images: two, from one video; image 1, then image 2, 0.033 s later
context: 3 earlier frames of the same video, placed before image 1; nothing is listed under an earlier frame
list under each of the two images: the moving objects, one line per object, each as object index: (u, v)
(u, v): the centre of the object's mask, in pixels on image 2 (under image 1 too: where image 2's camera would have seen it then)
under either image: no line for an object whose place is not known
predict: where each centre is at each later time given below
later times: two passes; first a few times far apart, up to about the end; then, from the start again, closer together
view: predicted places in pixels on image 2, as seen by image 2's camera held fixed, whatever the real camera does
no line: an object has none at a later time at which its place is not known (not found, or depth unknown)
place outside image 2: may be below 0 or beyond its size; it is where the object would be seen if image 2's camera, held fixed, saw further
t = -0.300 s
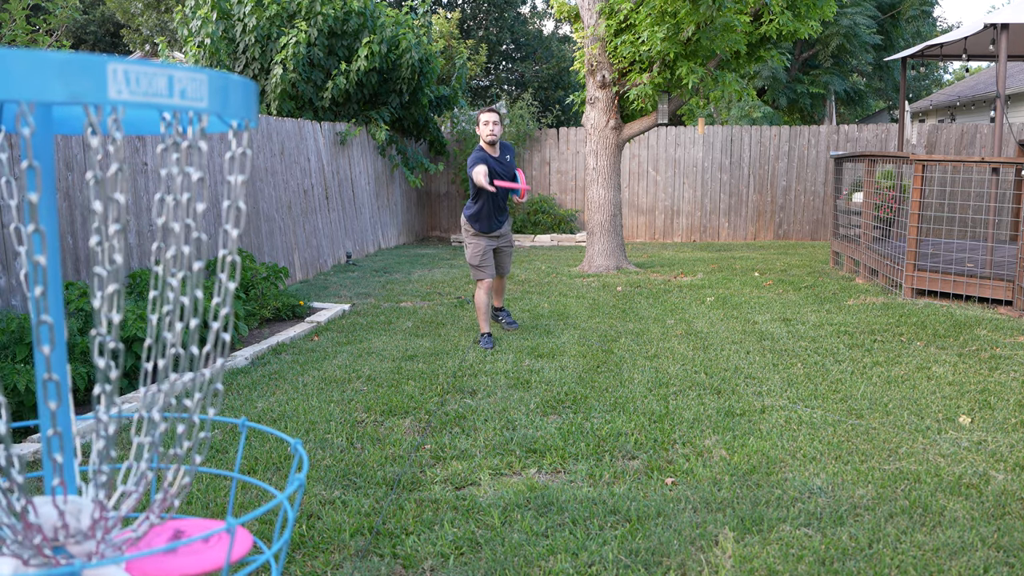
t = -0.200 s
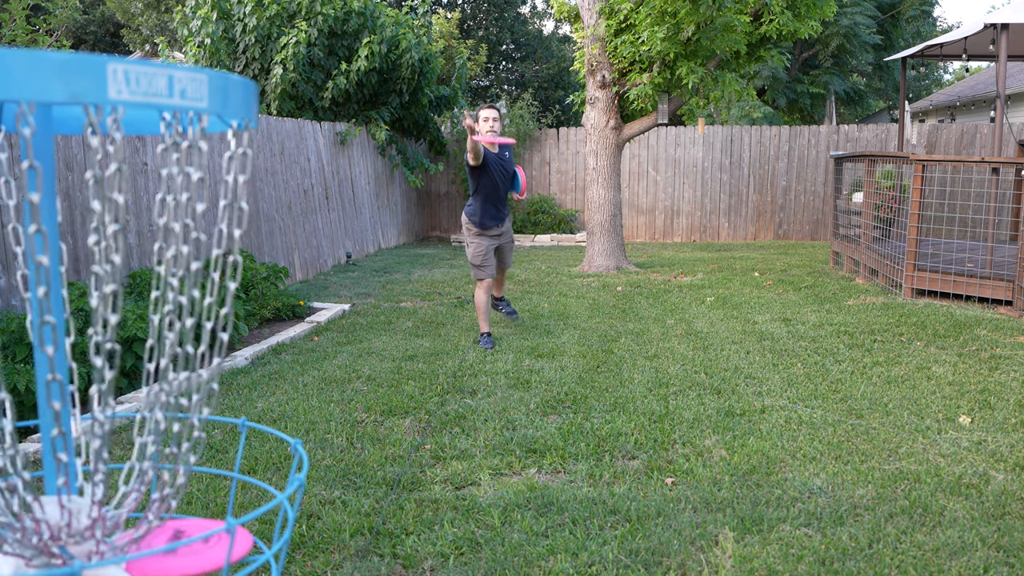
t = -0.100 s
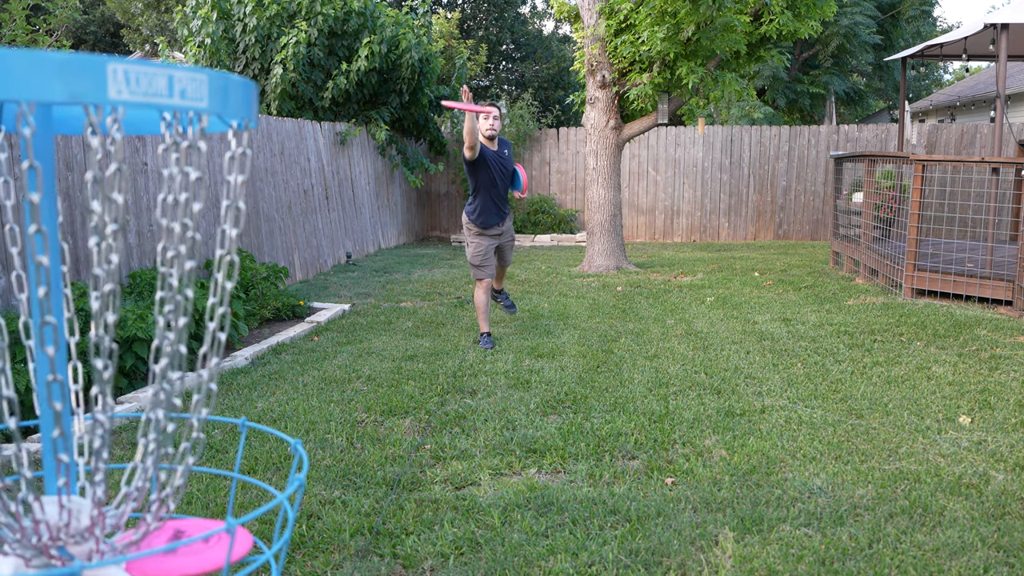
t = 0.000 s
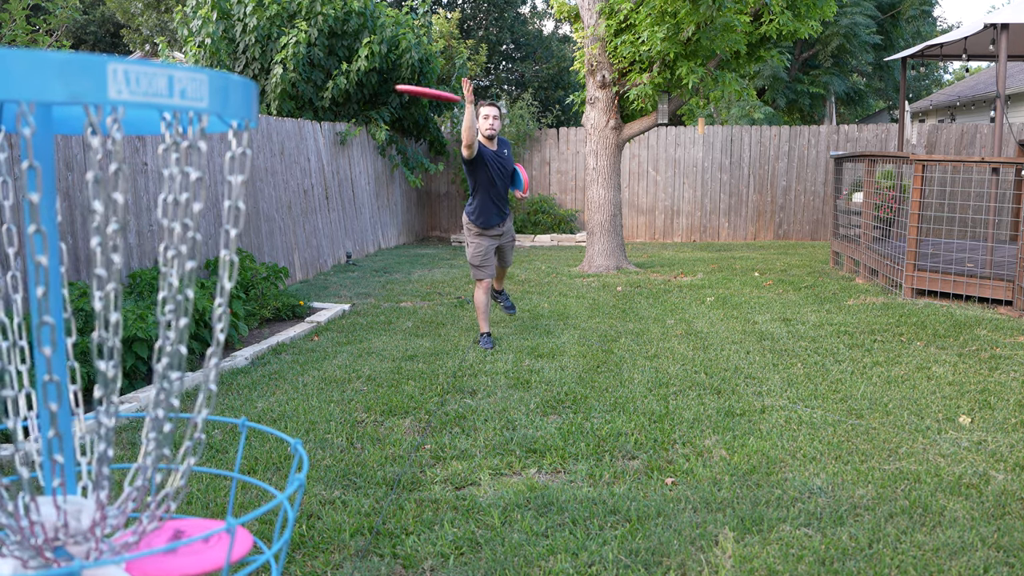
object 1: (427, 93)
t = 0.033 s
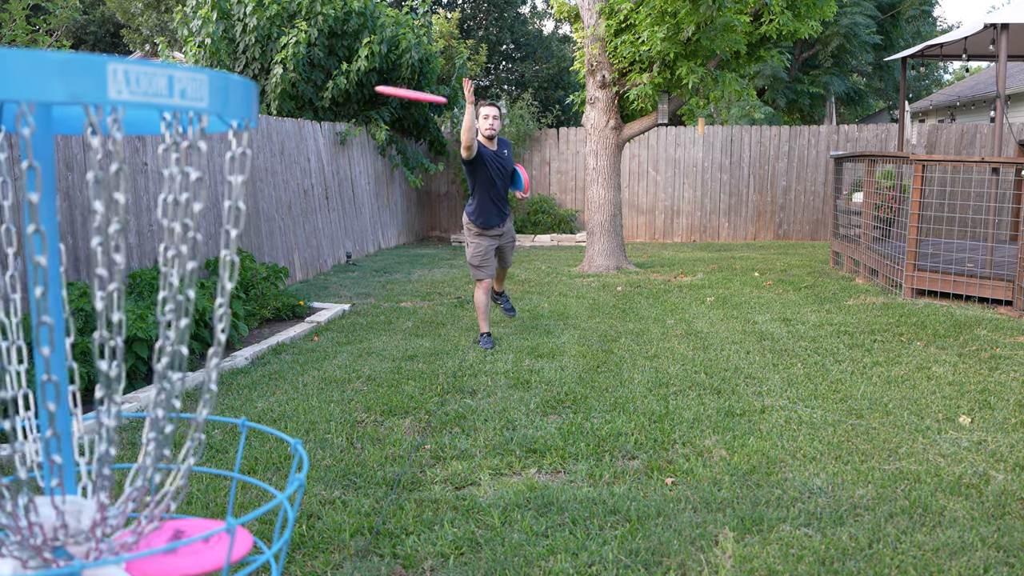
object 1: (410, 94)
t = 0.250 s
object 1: (205, 234)
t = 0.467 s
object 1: (181, 373)
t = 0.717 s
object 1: (147, 473)
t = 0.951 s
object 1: (211, 480)
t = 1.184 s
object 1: (220, 499)
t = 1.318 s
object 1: (210, 530)
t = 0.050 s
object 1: (400, 96)
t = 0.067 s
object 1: (390, 99)
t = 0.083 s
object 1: (379, 103)
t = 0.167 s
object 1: (300, 145)
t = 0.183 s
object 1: (288, 162)
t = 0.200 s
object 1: (280, 180)
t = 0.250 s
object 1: (205, 234)
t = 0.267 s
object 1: (205, 260)
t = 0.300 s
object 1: (198, 287)
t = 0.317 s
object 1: (200, 305)
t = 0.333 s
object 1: (201, 326)
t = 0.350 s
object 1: (201, 343)
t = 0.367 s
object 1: (195, 353)
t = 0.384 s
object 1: (194, 362)
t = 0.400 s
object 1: (196, 363)
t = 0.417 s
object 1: (182, 361)
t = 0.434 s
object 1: (192, 363)
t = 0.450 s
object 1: (180, 369)
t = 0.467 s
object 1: (181, 373)
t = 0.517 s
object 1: (171, 383)
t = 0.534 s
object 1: (164, 397)
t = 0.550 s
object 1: (162, 415)
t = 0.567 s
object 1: (181, 414)
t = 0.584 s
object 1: (173, 422)
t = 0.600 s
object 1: (167, 428)
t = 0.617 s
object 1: (162, 435)
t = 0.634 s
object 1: (157, 439)
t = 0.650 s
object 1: (154, 442)
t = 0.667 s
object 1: (151, 452)
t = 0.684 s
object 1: (151, 459)
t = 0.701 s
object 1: (151, 466)
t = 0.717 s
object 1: (147, 473)
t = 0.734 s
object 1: (147, 476)
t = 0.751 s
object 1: (142, 469)
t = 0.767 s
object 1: (144, 471)
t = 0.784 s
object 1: (147, 473)
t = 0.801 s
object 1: (153, 473)
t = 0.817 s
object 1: (159, 473)
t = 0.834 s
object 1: (166, 476)
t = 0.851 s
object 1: (175, 478)
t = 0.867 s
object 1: (181, 479)
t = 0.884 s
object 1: (189, 482)
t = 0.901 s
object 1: (197, 479)
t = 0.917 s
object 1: (202, 479)
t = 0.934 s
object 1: (207, 479)
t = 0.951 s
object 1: (211, 480)
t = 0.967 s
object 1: (229, 481)
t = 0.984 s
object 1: (229, 481)
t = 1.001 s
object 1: (230, 481)
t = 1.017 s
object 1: (230, 482)
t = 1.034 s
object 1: (230, 484)
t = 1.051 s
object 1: (226, 487)
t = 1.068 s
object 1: (227, 489)
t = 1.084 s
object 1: (227, 490)
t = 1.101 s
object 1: (227, 491)
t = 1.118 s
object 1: (225, 492)
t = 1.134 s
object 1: (225, 494)
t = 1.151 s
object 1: (222, 496)
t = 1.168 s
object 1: (223, 498)
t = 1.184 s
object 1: (220, 499)
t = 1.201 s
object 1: (219, 502)
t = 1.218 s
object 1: (216, 505)
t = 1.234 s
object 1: (214, 509)
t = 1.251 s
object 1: (210, 512)
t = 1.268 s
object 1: (207, 515)
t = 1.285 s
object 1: (200, 520)
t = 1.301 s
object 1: (209, 526)
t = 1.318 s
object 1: (210, 530)
